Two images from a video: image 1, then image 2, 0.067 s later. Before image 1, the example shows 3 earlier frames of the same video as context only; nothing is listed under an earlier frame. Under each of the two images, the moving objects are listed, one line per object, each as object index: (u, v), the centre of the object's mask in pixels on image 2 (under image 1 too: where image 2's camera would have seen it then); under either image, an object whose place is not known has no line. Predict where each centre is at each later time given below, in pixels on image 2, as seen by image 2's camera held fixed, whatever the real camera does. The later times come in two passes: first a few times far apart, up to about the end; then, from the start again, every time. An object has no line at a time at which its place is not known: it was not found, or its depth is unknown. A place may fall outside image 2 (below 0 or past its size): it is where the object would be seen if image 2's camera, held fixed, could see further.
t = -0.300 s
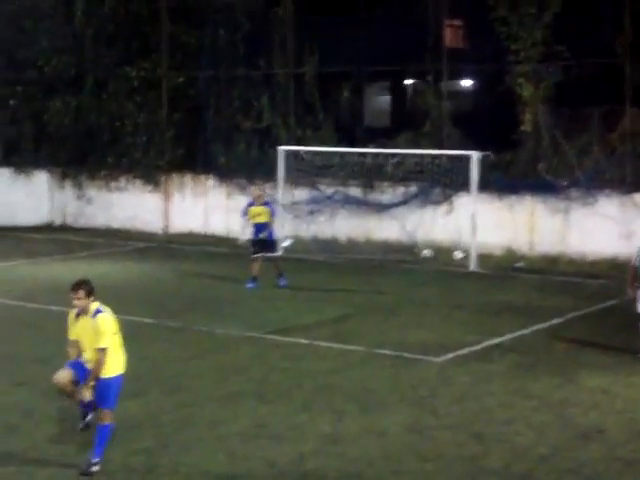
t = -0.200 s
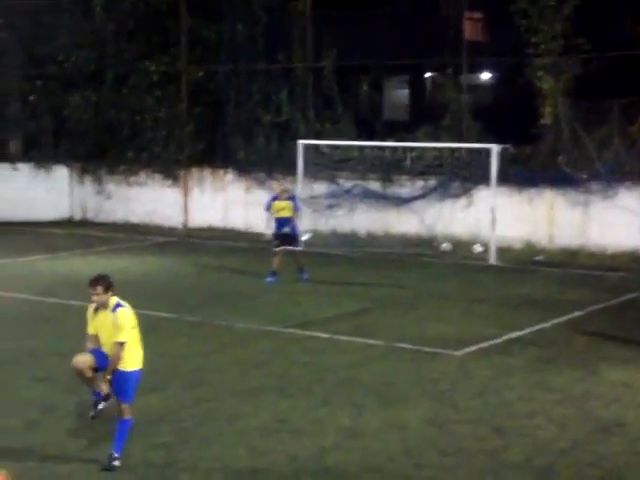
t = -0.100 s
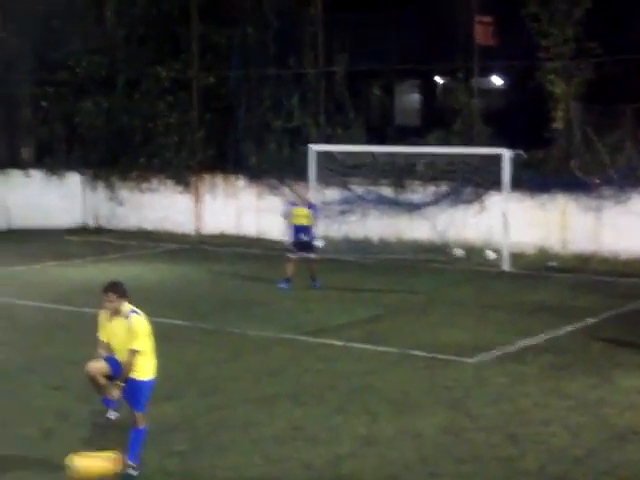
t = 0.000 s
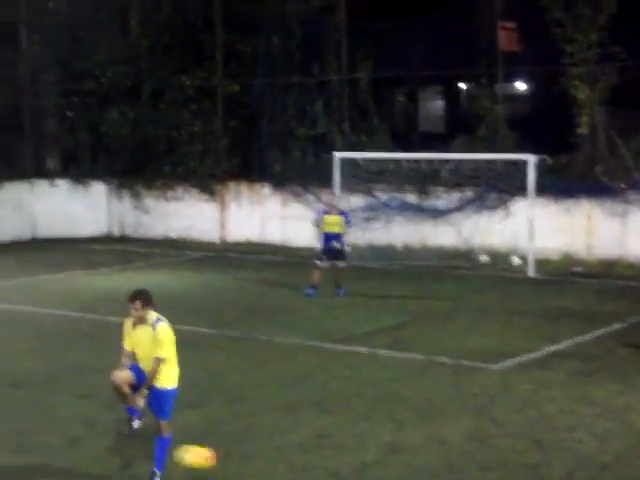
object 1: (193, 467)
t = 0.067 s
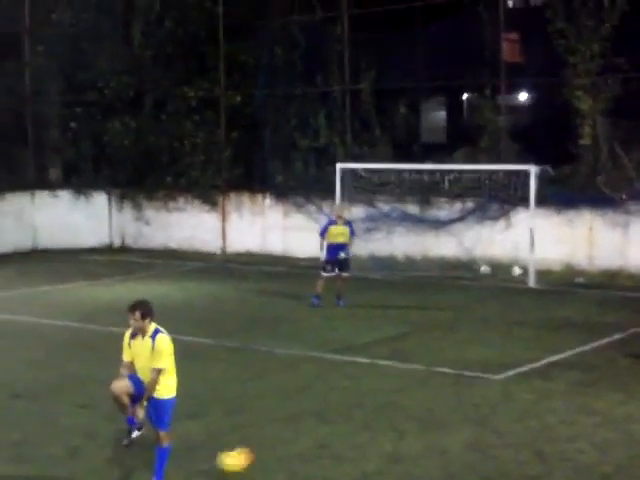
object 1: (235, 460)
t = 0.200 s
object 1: (286, 400)
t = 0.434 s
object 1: (351, 354)
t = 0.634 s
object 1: (386, 335)
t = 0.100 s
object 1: (248, 446)
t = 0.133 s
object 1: (261, 429)
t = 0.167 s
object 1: (273, 414)
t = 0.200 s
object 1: (286, 400)
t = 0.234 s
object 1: (296, 389)
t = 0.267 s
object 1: (305, 380)
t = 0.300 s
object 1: (316, 372)
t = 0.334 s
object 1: (324, 366)
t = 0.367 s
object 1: (334, 361)
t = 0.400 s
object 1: (343, 357)
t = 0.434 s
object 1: (351, 354)
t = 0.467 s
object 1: (358, 351)
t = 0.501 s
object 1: (365, 350)
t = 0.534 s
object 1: (371, 350)
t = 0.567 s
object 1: (377, 350)
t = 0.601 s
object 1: (382, 344)
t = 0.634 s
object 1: (386, 335)
